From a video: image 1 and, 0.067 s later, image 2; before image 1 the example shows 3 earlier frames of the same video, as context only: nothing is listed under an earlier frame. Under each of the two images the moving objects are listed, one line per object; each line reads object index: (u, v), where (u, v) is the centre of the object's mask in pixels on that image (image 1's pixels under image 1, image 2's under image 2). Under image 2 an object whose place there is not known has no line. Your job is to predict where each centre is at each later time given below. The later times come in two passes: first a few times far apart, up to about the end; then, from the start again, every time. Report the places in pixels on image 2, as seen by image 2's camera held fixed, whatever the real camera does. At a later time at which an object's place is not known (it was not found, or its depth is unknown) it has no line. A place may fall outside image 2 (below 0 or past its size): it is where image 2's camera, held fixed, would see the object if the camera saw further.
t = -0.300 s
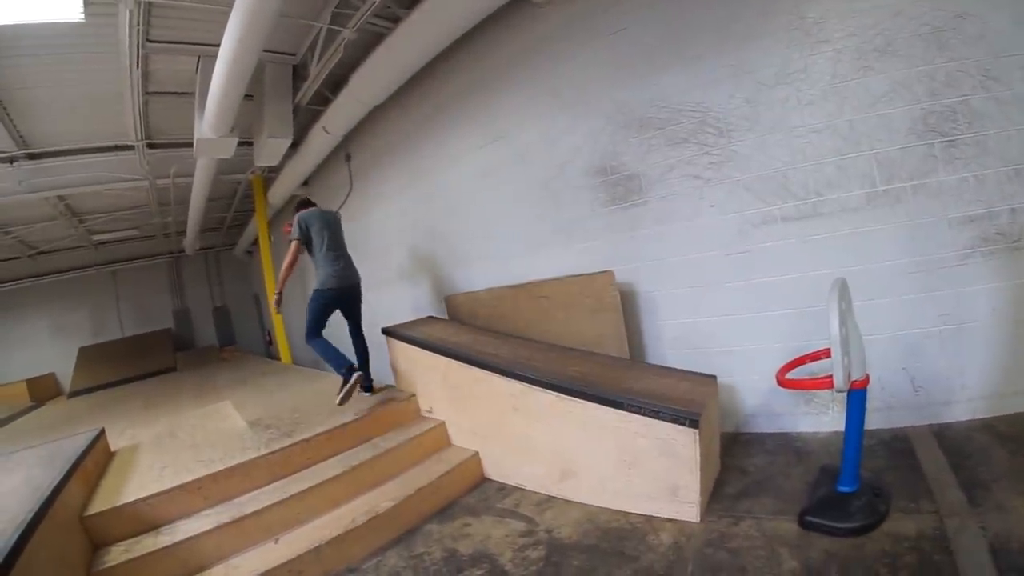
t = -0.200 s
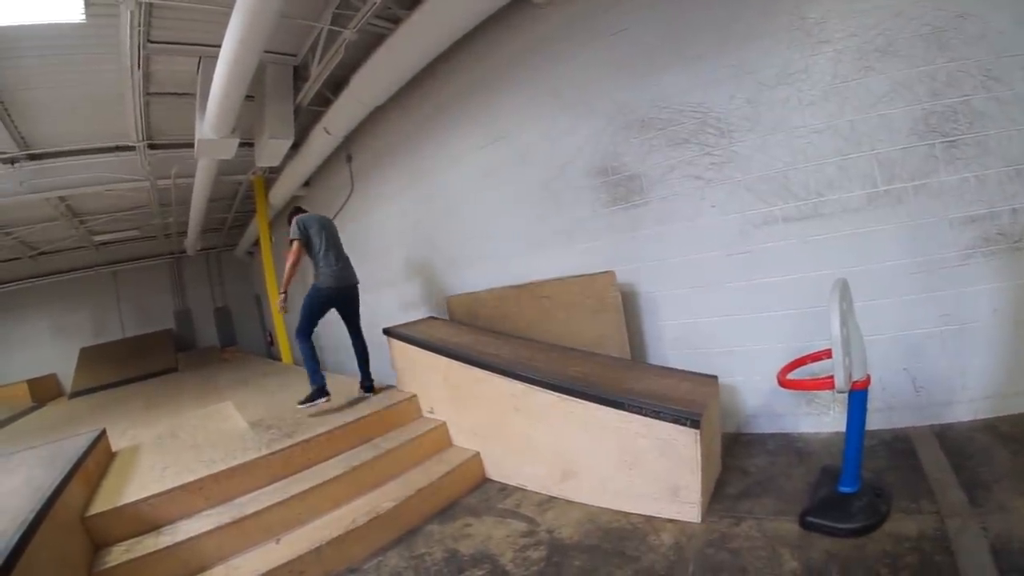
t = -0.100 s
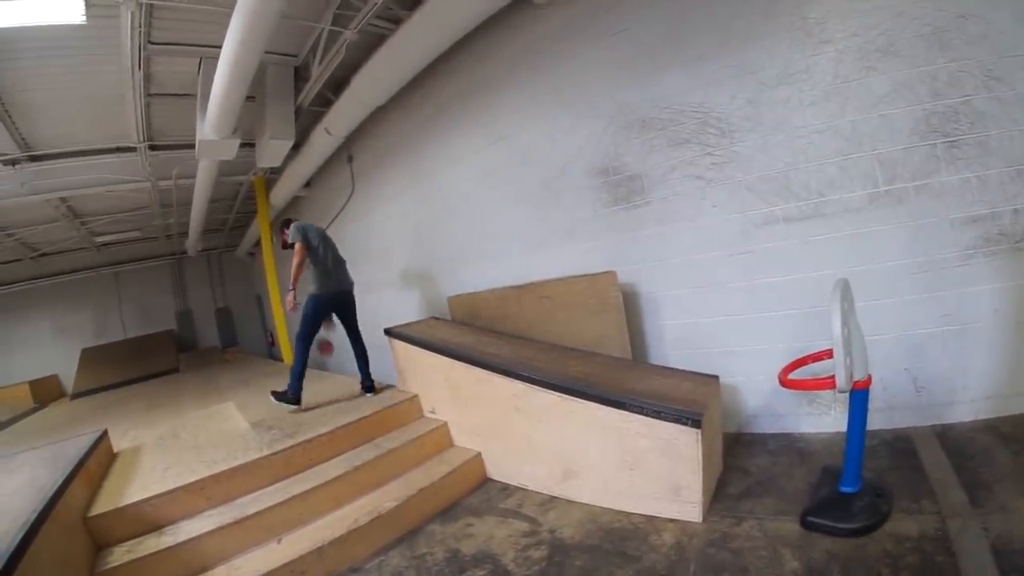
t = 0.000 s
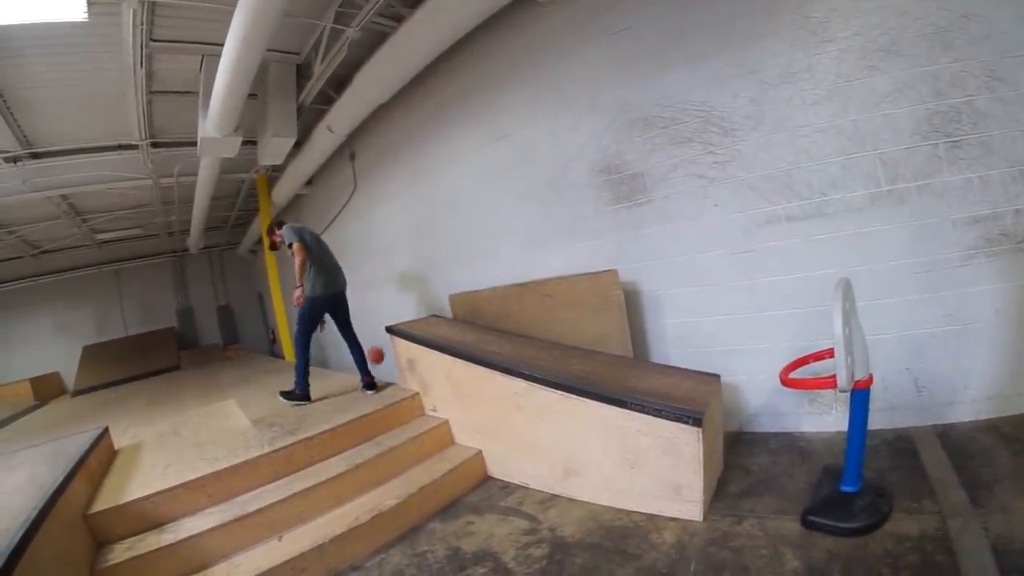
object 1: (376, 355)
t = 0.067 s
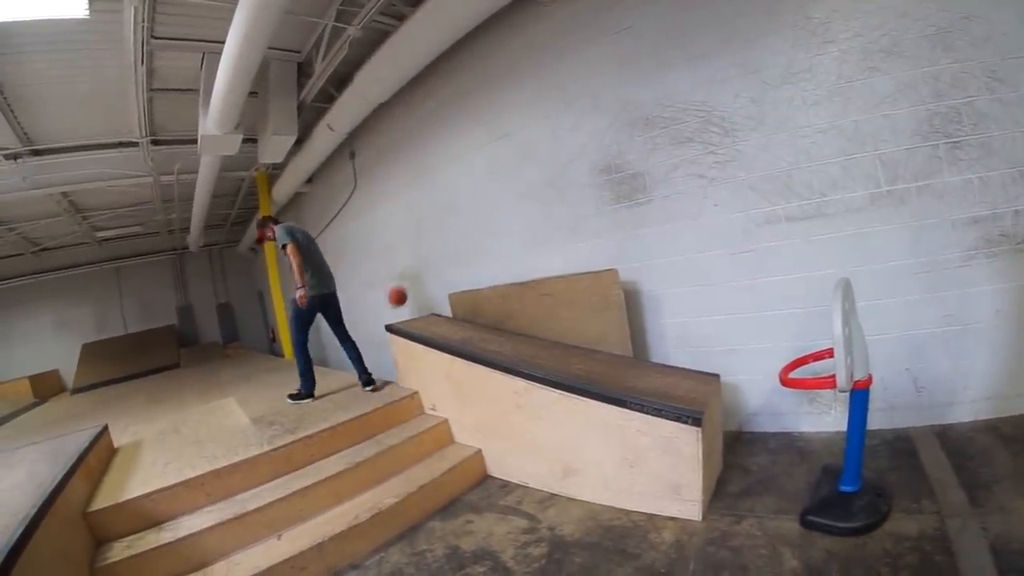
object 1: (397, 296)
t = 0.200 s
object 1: (464, 177)
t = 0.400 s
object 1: (618, 33)
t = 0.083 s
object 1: (404, 282)
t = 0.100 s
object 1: (411, 267)
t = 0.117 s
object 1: (418, 251)
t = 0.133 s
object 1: (426, 236)
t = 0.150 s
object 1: (435, 221)
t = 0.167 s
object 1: (444, 206)
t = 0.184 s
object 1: (454, 191)
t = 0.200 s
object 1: (464, 177)
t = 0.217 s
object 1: (476, 162)
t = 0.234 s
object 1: (487, 148)
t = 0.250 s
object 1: (499, 134)
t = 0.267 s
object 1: (511, 120)
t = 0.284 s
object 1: (522, 107)
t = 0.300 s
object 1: (535, 95)
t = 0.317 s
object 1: (548, 83)
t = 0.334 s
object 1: (561, 72)
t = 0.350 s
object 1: (575, 61)
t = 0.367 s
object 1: (589, 51)
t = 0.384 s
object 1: (603, 42)
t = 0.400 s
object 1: (618, 33)
